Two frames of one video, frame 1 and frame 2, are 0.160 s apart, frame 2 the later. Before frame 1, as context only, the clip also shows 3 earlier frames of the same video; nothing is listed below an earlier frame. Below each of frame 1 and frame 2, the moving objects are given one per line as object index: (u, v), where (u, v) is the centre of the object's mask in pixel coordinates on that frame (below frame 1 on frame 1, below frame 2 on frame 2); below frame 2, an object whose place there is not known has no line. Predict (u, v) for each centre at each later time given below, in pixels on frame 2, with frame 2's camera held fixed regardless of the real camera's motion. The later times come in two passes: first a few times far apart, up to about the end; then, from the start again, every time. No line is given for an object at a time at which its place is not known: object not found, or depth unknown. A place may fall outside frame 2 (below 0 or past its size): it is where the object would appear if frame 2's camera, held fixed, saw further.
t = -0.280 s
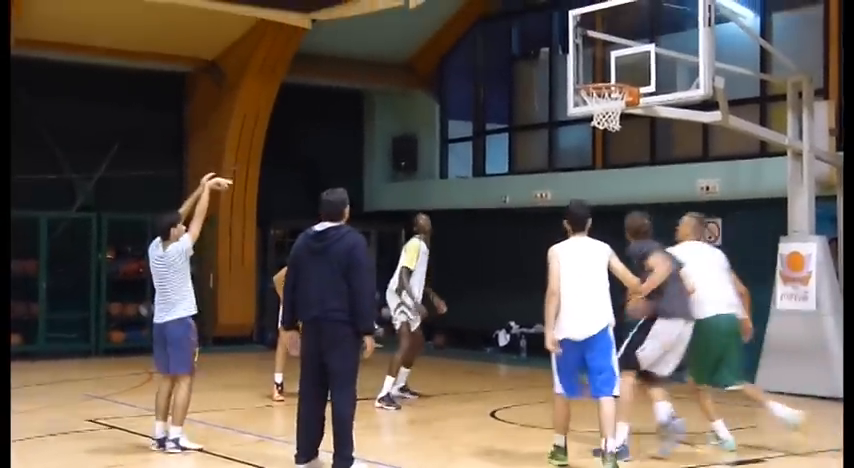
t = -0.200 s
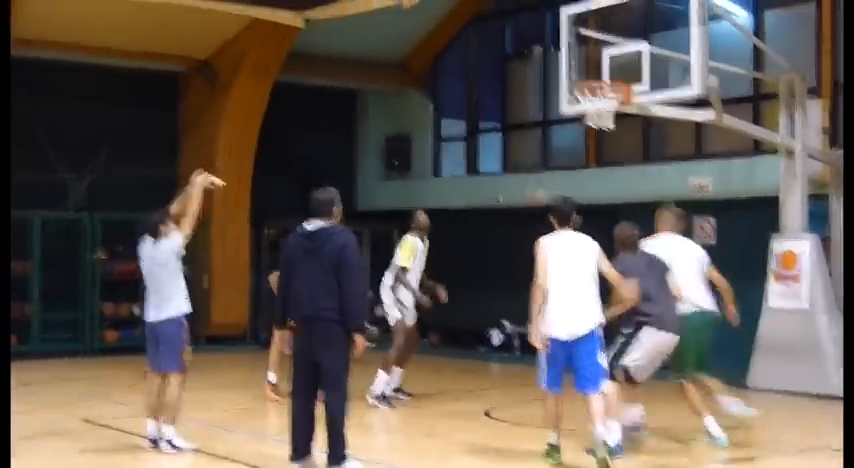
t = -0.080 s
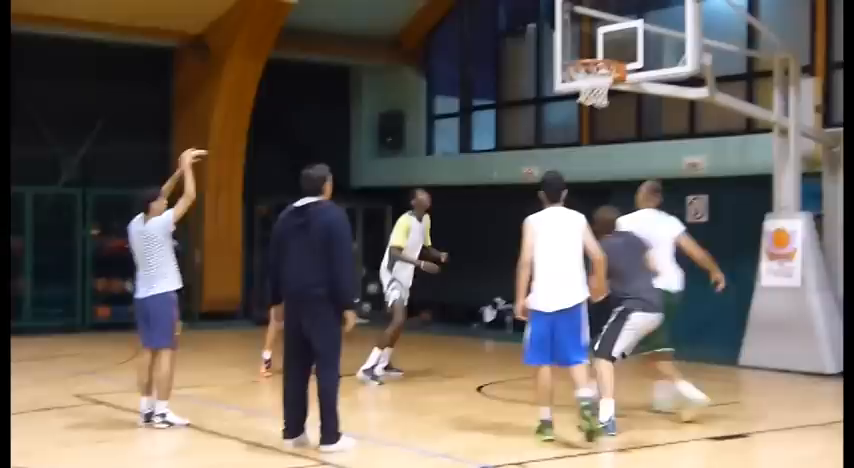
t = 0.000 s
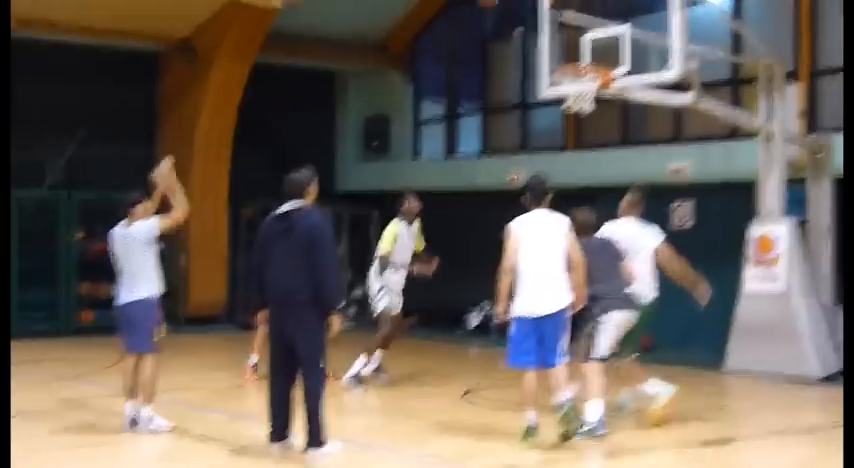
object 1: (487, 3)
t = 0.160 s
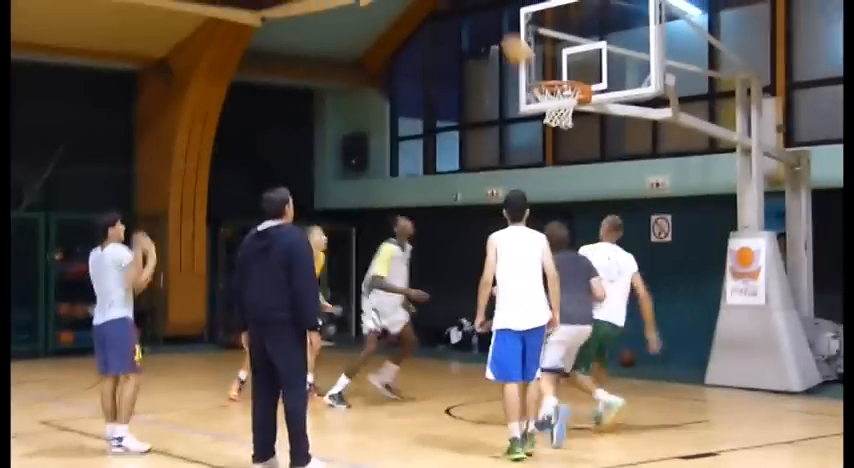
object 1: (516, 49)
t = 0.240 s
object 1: (534, 74)
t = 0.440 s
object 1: (487, 69)
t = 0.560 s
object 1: (460, 87)
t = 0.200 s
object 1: (532, 67)
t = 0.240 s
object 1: (534, 74)
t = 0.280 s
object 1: (524, 69)
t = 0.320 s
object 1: (515, 67)
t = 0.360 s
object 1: (505, 65)
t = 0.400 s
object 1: (497, 66)
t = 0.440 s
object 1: (487, 69)
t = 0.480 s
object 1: (479, 73)
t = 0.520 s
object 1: (470, 80)
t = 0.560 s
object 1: (460, 87)
